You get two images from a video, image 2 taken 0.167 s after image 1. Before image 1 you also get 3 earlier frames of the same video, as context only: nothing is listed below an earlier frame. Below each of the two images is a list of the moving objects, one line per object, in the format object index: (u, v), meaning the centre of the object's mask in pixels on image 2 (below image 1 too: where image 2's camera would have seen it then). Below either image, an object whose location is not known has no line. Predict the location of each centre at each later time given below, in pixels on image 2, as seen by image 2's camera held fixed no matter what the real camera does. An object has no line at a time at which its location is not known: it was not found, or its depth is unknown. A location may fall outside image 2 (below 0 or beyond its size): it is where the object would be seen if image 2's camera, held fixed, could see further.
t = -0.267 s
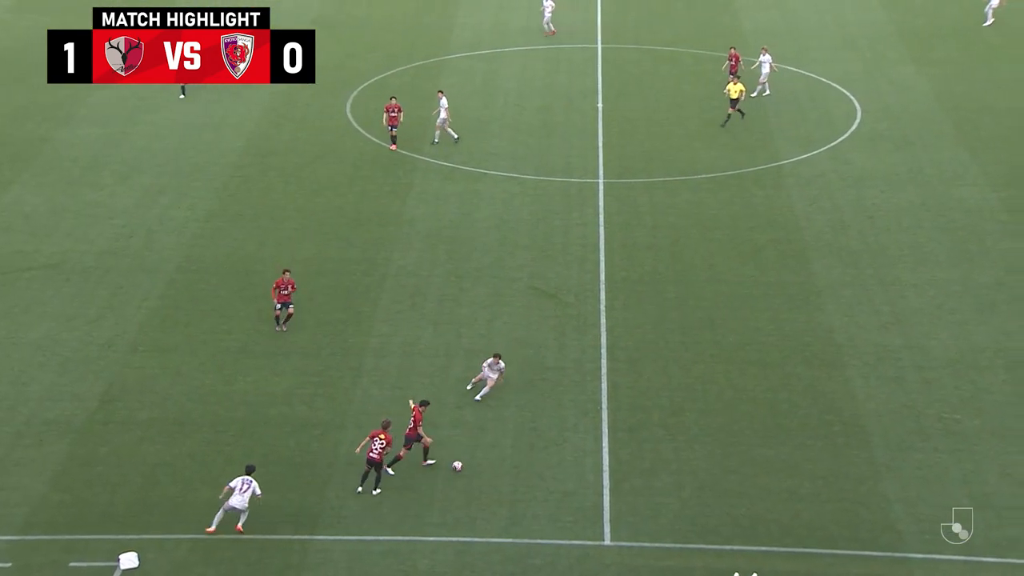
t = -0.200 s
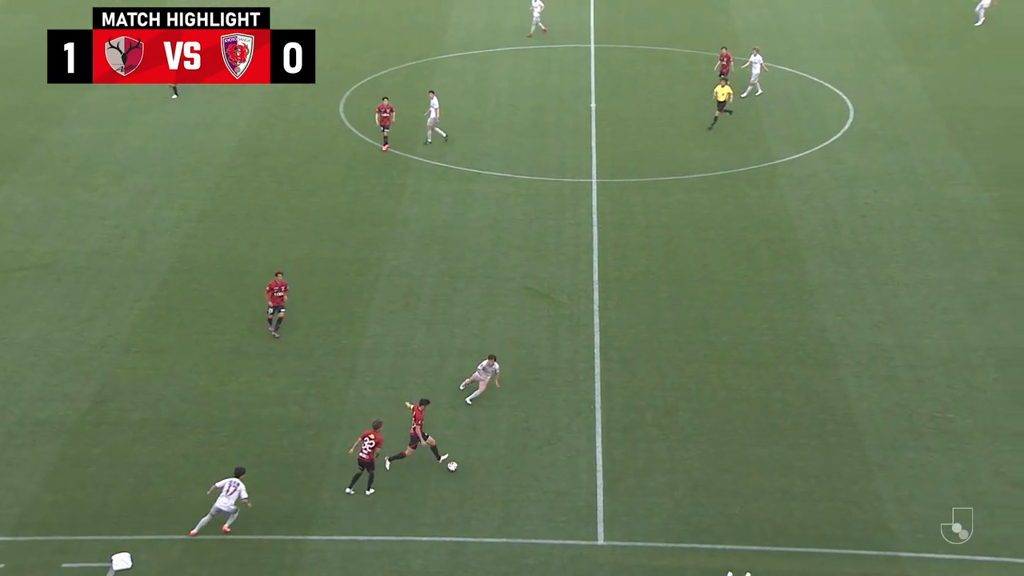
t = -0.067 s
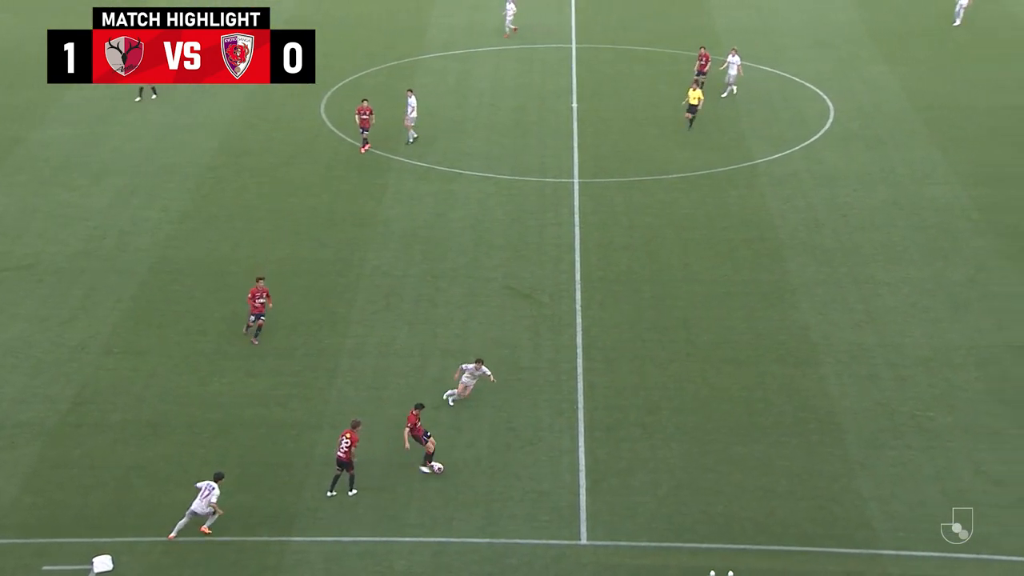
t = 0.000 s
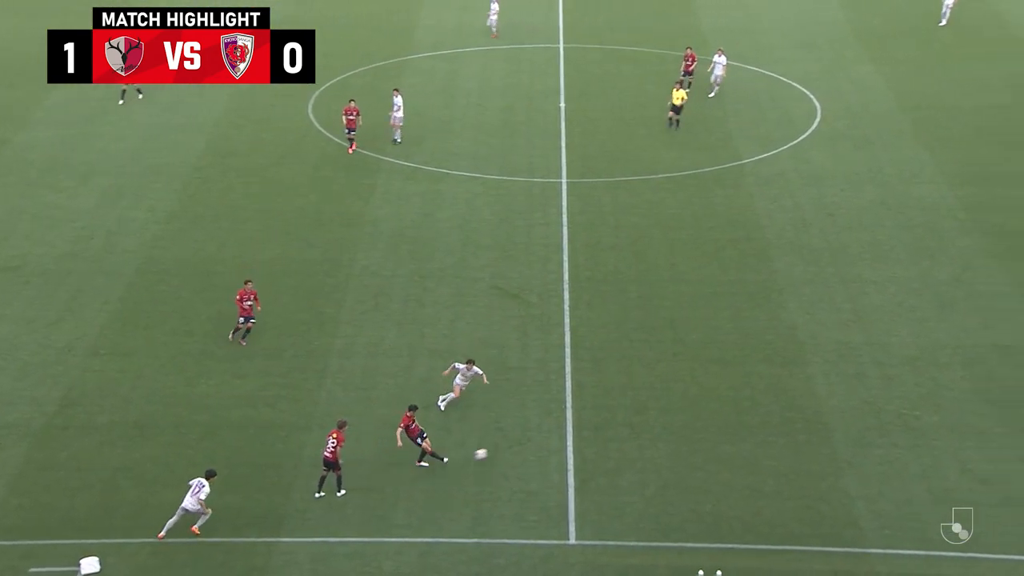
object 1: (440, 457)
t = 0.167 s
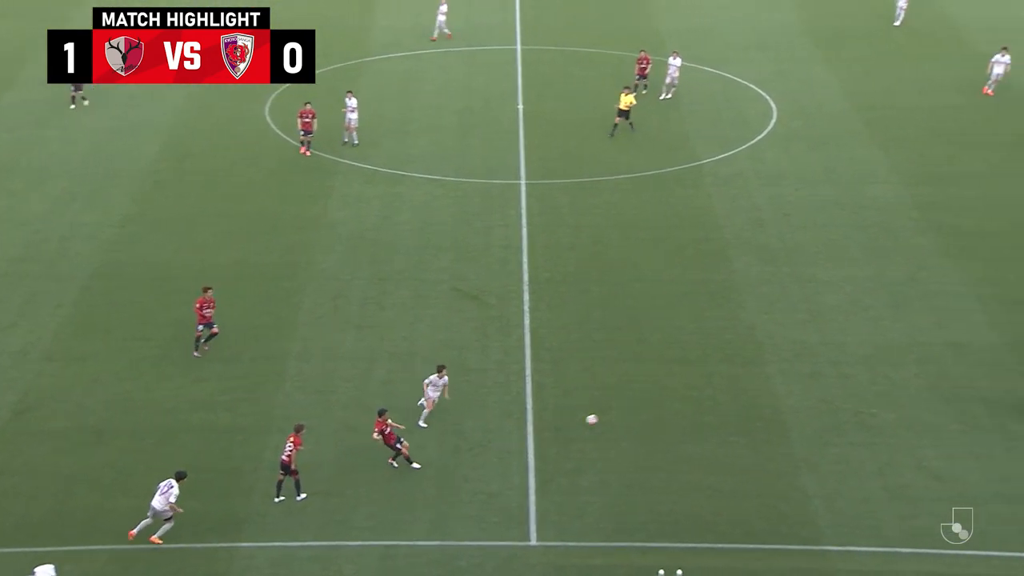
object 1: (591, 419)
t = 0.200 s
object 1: (620, 413)
